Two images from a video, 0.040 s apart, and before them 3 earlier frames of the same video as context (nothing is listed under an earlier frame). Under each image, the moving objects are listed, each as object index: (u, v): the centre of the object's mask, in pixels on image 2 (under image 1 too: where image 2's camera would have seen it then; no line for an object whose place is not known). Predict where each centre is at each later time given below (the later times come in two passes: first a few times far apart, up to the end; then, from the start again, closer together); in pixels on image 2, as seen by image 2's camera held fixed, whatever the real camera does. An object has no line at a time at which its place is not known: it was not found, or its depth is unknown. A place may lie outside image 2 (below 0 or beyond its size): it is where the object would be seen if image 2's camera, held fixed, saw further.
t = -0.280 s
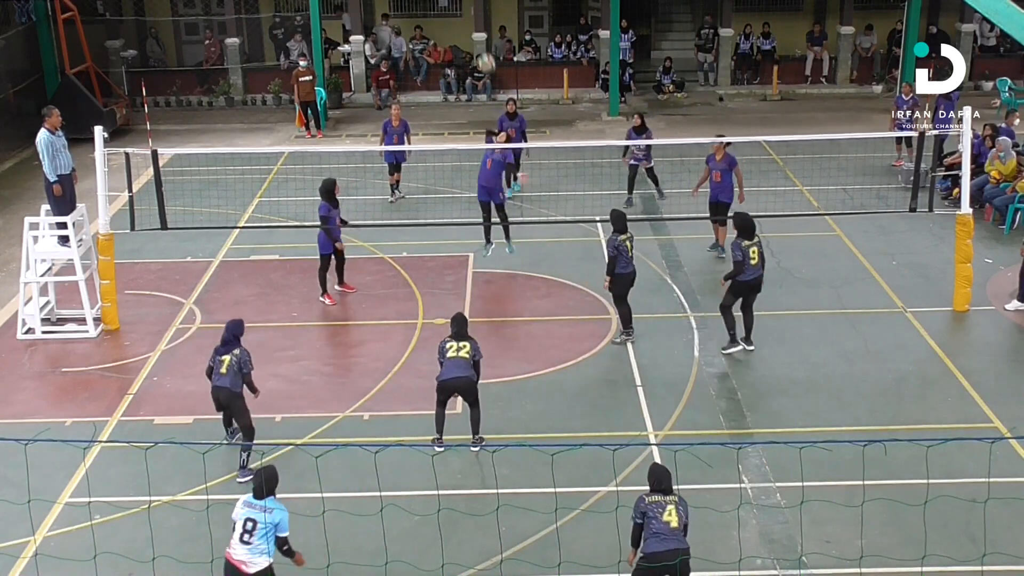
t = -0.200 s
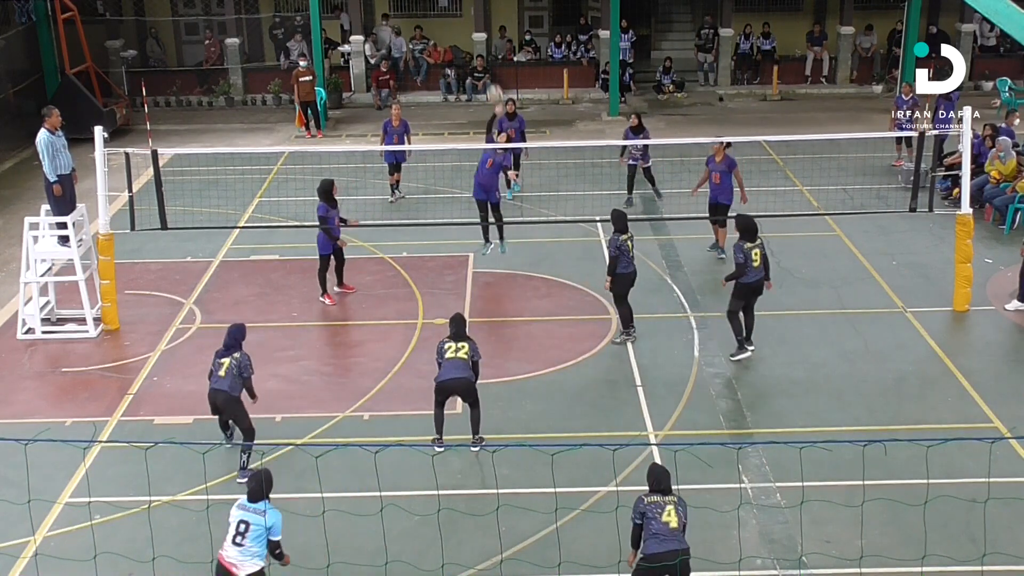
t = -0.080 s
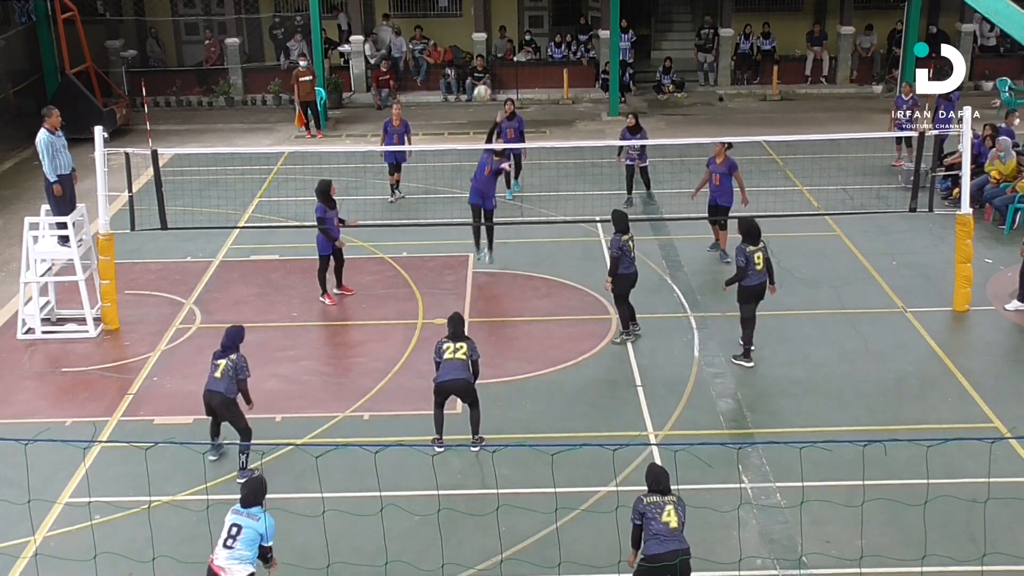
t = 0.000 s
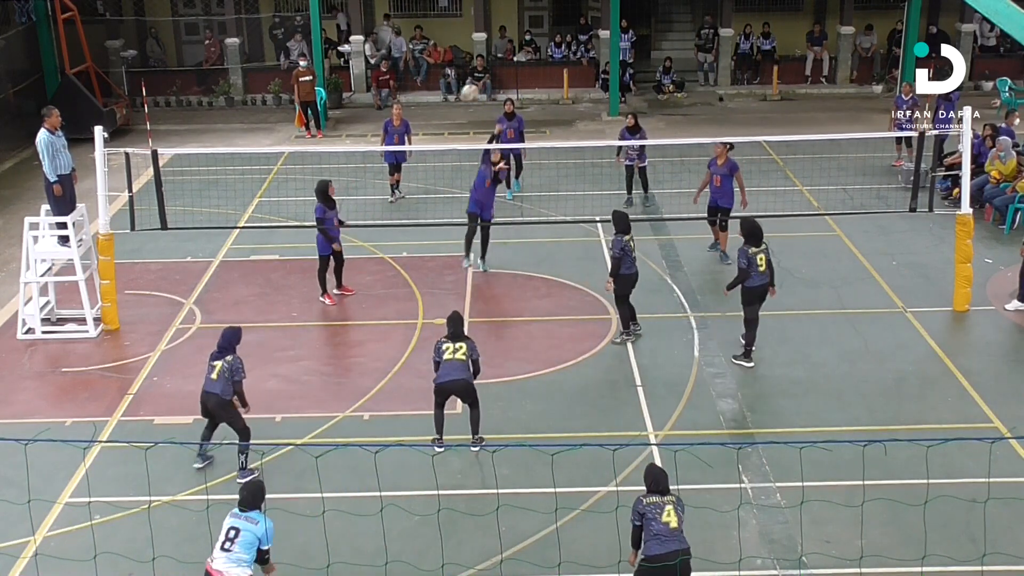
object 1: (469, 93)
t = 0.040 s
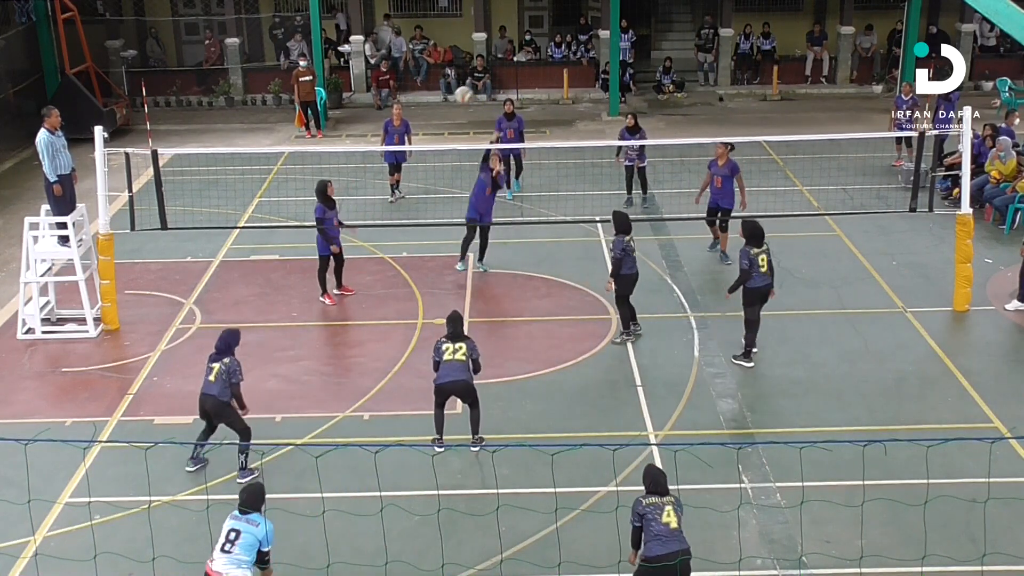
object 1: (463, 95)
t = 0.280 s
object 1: (418, 142)
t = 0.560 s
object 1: (352, 293)
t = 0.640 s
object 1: (330, 363)
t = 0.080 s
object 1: (456, 98)
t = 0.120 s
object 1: (449, 103)
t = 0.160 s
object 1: (441, 111)
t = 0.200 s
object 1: (434, 119)
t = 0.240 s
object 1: (425, 129)
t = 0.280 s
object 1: (418, 142)
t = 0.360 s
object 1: (399, 173)
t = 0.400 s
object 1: (390, 192)
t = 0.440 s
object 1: (381, 212)
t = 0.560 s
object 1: (352, 293)
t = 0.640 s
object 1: (330, 363)
